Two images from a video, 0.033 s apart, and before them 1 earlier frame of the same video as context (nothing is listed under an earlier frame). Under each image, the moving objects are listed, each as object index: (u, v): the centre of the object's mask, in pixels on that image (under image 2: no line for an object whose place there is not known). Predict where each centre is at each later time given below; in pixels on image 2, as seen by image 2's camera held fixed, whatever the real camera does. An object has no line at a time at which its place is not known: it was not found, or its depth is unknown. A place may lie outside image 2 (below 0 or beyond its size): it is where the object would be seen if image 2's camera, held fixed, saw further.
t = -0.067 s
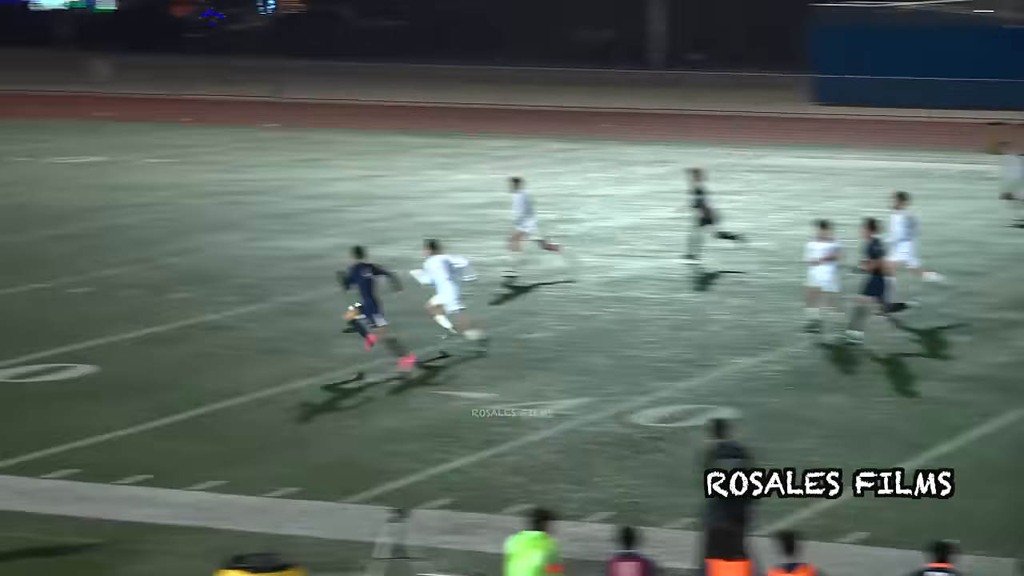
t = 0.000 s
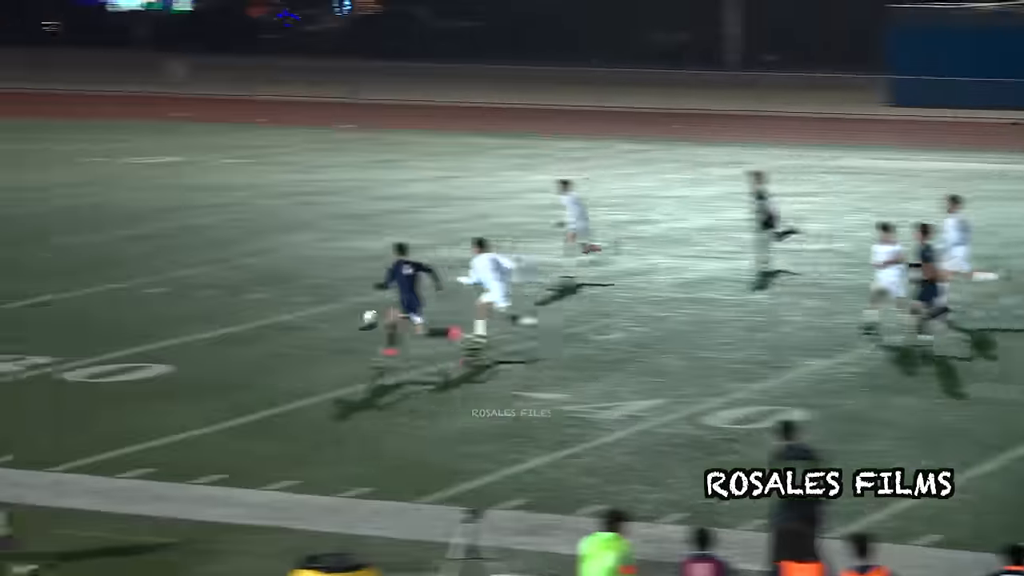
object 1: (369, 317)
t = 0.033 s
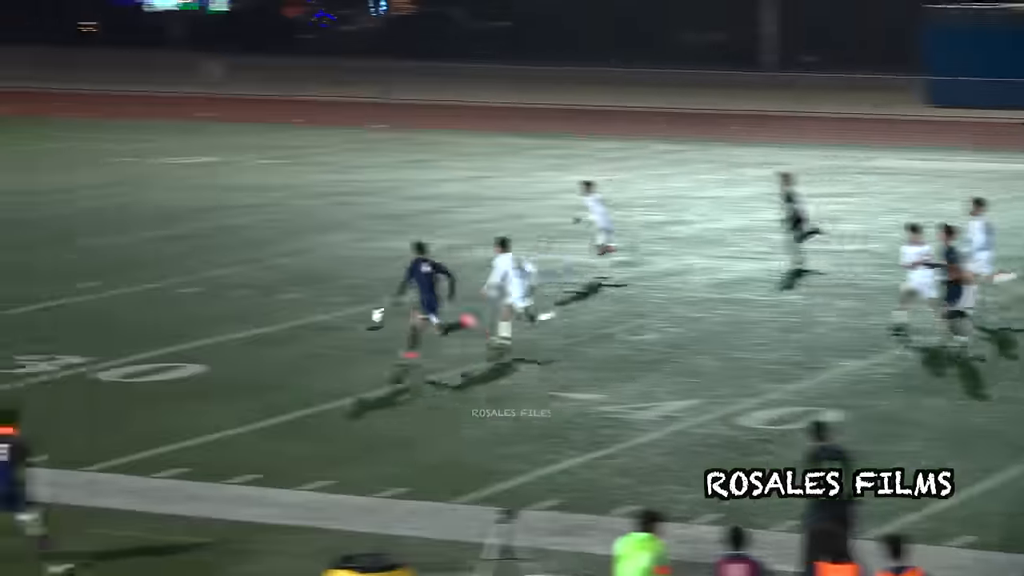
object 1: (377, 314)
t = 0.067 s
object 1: (351, 313)
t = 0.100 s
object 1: (326, 311)
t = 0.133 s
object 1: (301, 310)
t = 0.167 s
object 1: (276, 309)
